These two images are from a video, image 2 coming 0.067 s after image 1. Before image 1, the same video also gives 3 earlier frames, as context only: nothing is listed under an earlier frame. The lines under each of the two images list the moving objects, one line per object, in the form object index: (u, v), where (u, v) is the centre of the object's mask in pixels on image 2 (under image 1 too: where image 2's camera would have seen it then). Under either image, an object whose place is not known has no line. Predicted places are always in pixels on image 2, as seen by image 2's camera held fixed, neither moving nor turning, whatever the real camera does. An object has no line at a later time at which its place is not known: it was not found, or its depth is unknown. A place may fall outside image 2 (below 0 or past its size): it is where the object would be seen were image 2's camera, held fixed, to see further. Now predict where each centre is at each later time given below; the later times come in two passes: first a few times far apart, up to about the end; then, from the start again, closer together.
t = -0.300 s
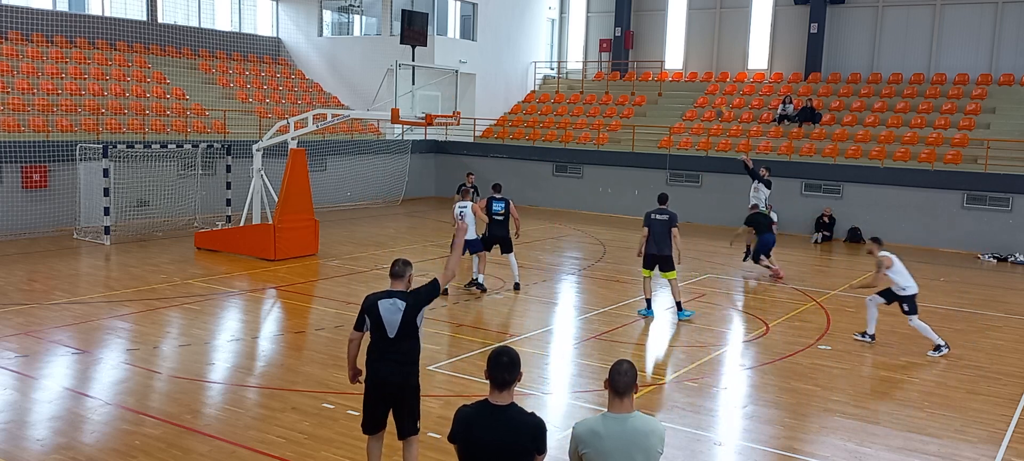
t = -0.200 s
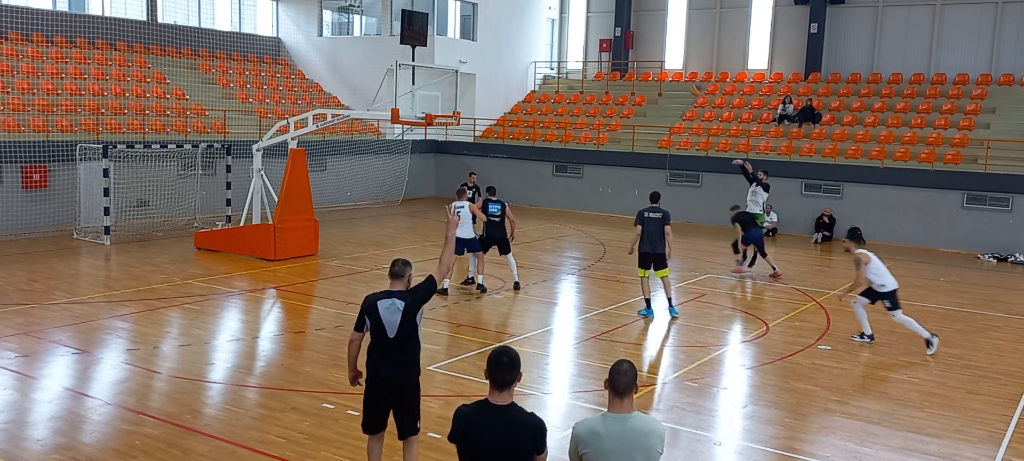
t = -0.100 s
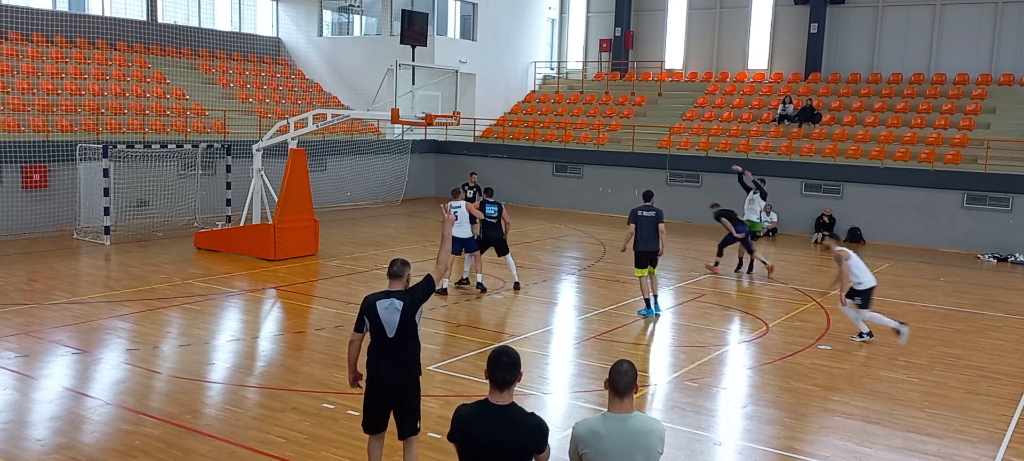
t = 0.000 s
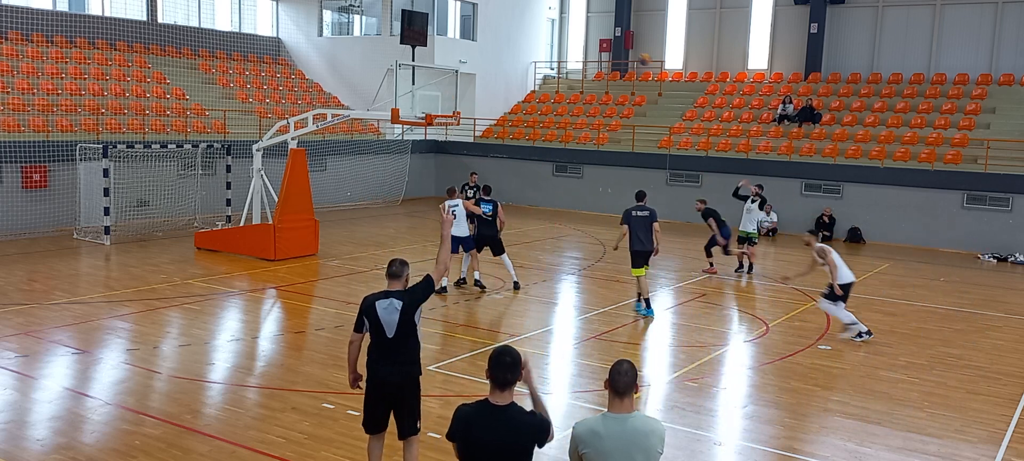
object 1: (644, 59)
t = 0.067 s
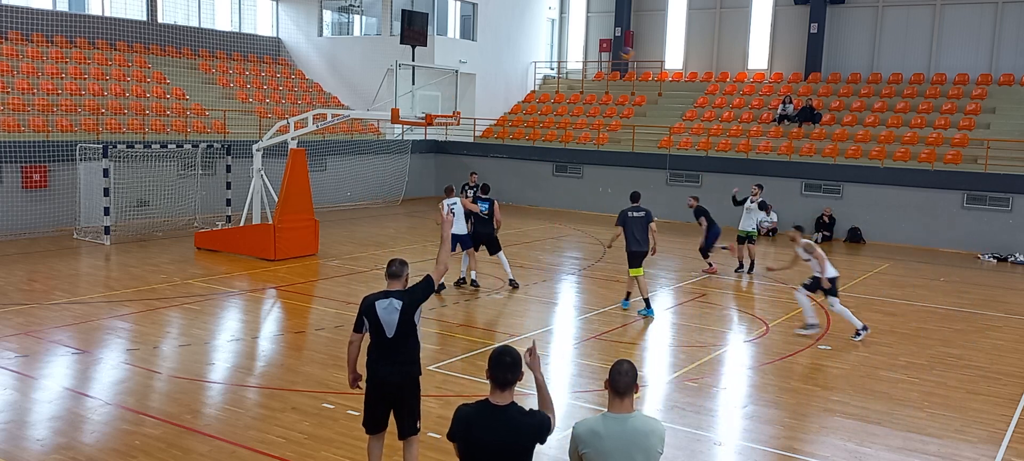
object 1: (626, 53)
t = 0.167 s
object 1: (600, 47)
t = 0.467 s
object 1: (514, 63)
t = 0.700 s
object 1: (445, 107)
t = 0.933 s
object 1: (441, 97)
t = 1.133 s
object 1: (441, 84)
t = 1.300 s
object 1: (441, 90)
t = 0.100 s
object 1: (618, 50)
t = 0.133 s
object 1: (609, 49)
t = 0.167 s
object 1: (600, 47)
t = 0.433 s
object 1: (524, 59)
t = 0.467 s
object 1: (514, 63)
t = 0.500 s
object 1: (505, 67)
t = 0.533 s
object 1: (494, 72)
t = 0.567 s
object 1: (485, 78)
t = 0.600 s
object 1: (474, 84)
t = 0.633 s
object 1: (465, 91)
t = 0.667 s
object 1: (454, 99)
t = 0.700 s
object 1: (445, 107)
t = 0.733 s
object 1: (440, 111)
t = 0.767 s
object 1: (450, 112)
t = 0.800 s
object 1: (447, 111)
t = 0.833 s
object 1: (442, 110)
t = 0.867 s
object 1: (441, 106)
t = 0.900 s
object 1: (442, 102)
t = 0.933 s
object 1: (441, 97)
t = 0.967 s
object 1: (441, 94)
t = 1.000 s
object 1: (441, 91)
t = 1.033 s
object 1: (441, 88)
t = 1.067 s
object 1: (442, 86)
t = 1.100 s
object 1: (442, 85)
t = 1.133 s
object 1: (441, 84)
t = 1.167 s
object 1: (441, 85)
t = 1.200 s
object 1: (441, 85)
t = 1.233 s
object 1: (441, 86)
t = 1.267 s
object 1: (441, 88)
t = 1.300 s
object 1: (441, 90)
